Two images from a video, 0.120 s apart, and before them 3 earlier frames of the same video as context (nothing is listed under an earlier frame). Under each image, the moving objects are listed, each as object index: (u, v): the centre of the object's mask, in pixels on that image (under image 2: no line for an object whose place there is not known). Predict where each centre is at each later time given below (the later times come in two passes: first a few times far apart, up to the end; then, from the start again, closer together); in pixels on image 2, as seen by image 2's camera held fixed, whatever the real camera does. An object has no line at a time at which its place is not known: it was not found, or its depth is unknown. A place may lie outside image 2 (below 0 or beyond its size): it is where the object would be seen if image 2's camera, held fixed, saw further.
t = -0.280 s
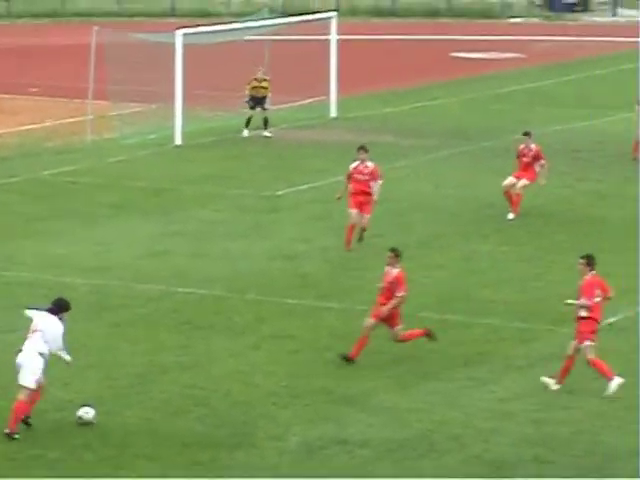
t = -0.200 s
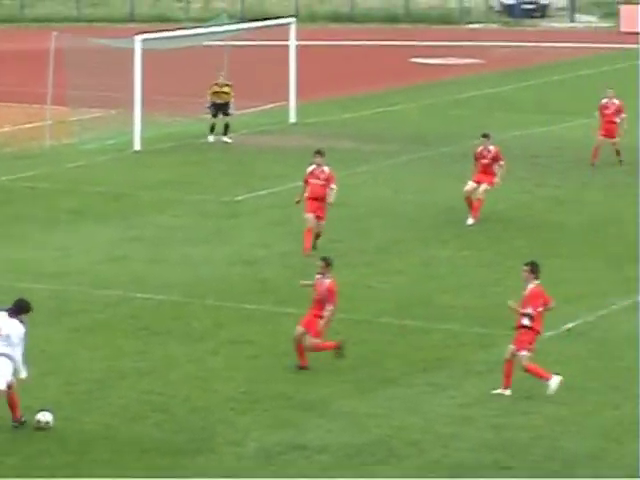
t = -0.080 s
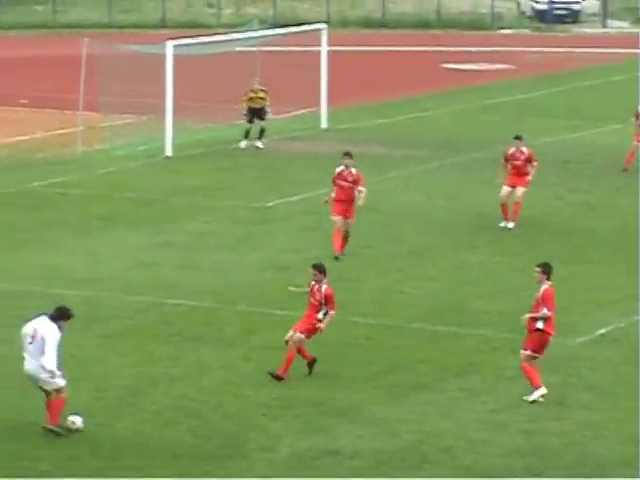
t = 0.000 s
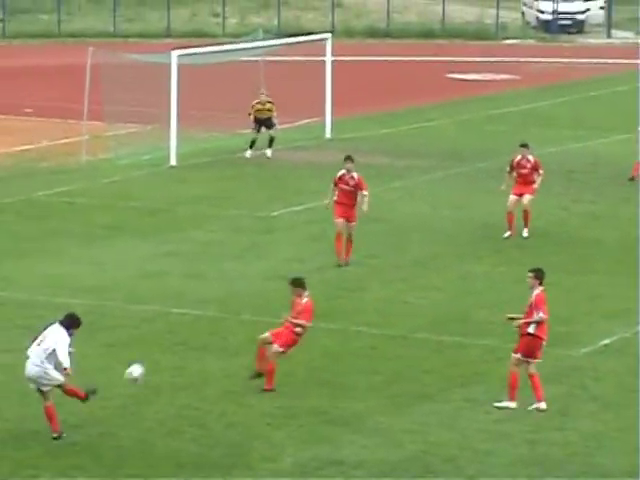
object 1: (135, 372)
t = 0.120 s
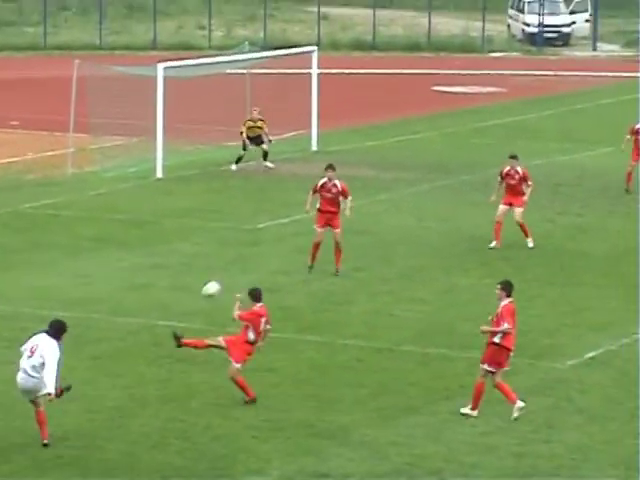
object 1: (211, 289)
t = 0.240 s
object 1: (282, 213)
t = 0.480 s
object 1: (384, 107)
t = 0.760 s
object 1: (459, 39)
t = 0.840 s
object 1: (473, 30)
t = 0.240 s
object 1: (282, 213)
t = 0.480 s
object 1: (384, 107)
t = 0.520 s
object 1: (397, 94)
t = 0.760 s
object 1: (459, 39)
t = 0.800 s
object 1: (466, 34)
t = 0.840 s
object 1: (473, 30)
